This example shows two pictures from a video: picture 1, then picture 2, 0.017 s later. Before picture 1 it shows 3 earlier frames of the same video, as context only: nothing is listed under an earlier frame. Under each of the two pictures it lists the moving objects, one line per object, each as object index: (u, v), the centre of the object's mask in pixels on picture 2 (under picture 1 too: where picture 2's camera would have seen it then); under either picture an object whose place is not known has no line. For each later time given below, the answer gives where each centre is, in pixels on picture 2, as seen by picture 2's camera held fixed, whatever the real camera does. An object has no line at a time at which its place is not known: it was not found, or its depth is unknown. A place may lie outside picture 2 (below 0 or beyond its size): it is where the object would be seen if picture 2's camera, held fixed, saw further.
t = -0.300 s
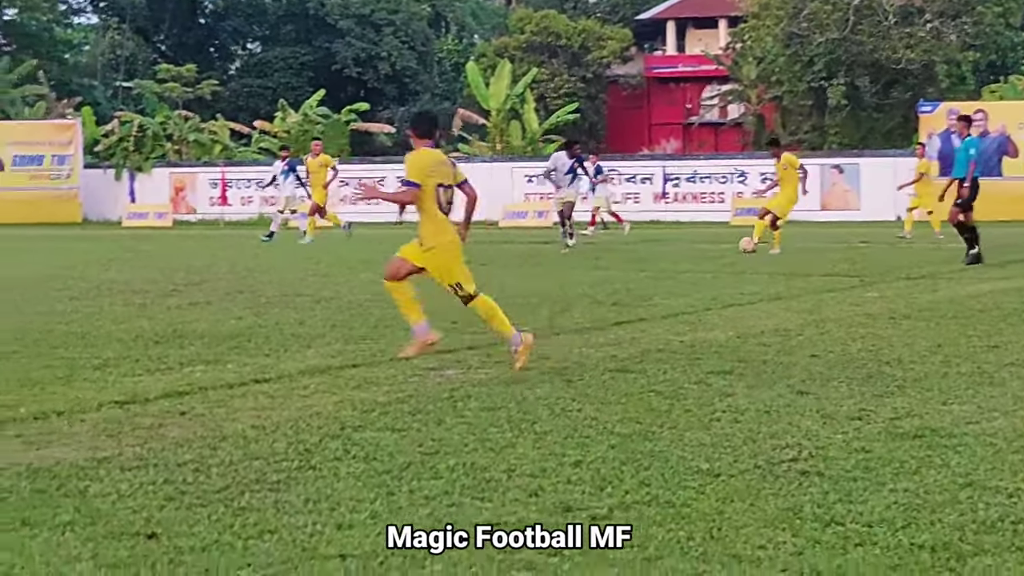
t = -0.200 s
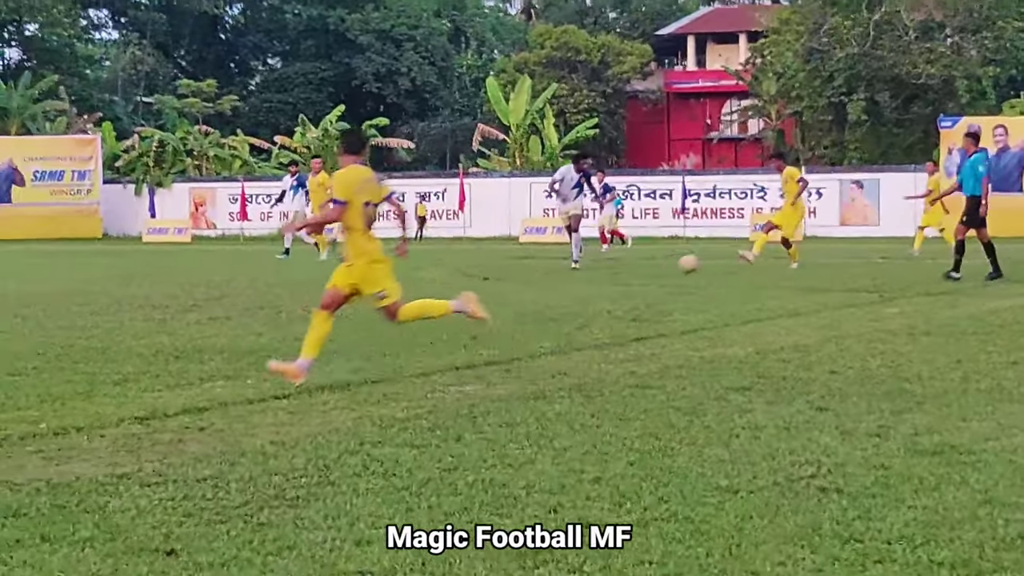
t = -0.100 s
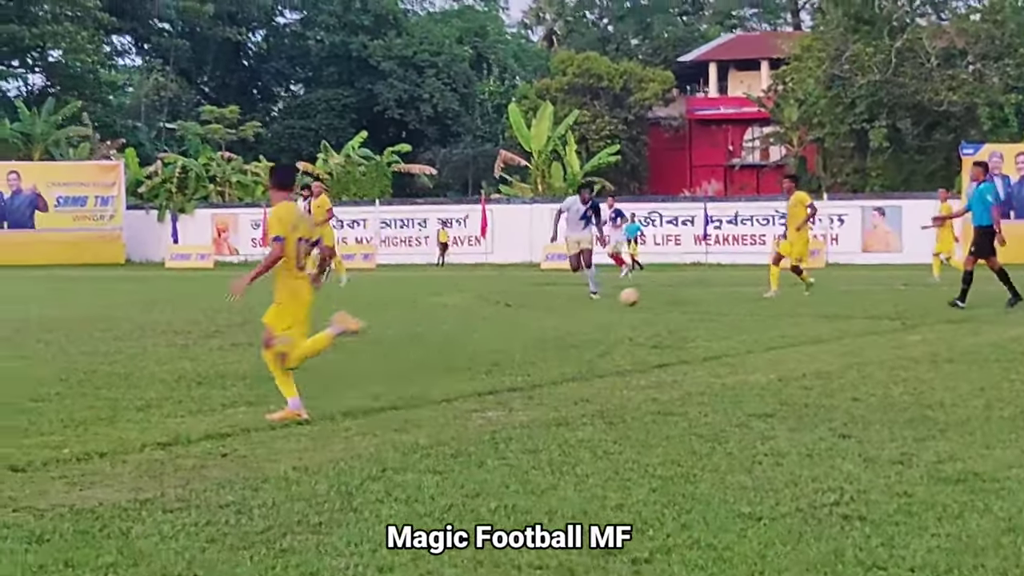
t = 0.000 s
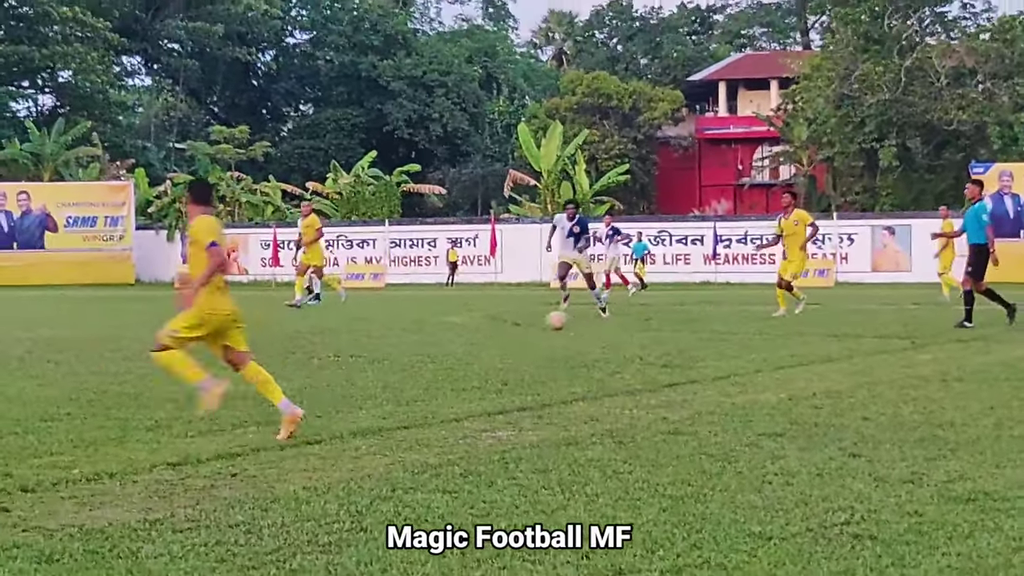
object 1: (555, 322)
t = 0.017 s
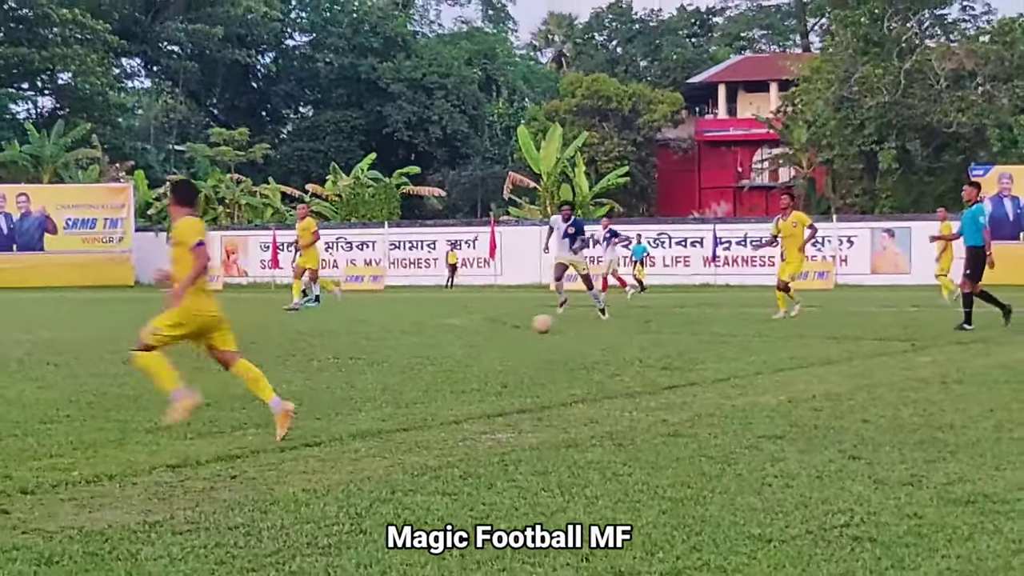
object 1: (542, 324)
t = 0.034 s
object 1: (528, 324)
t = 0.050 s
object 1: (517, 324)
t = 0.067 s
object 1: (505, 325)
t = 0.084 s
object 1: (493, 325)
